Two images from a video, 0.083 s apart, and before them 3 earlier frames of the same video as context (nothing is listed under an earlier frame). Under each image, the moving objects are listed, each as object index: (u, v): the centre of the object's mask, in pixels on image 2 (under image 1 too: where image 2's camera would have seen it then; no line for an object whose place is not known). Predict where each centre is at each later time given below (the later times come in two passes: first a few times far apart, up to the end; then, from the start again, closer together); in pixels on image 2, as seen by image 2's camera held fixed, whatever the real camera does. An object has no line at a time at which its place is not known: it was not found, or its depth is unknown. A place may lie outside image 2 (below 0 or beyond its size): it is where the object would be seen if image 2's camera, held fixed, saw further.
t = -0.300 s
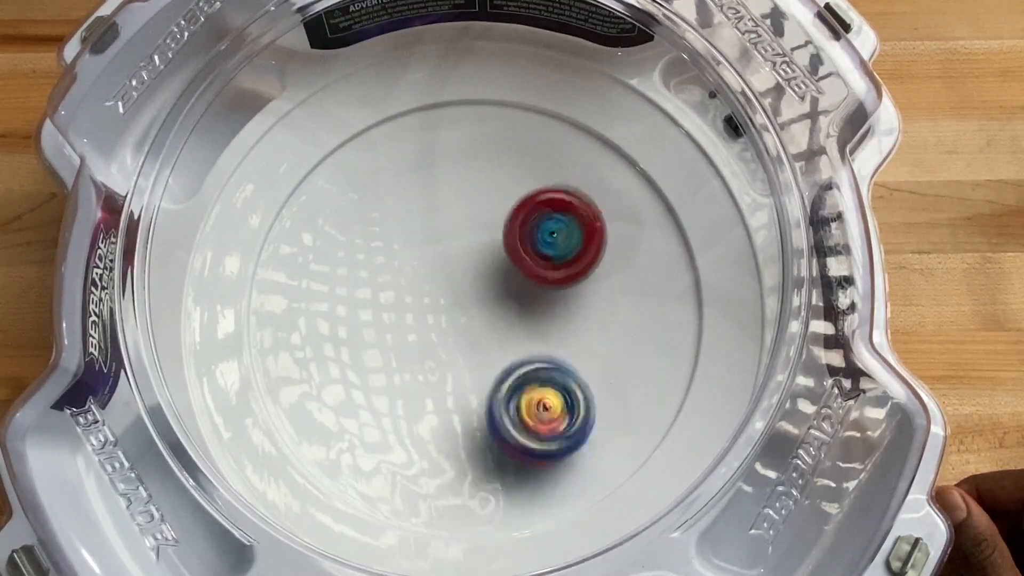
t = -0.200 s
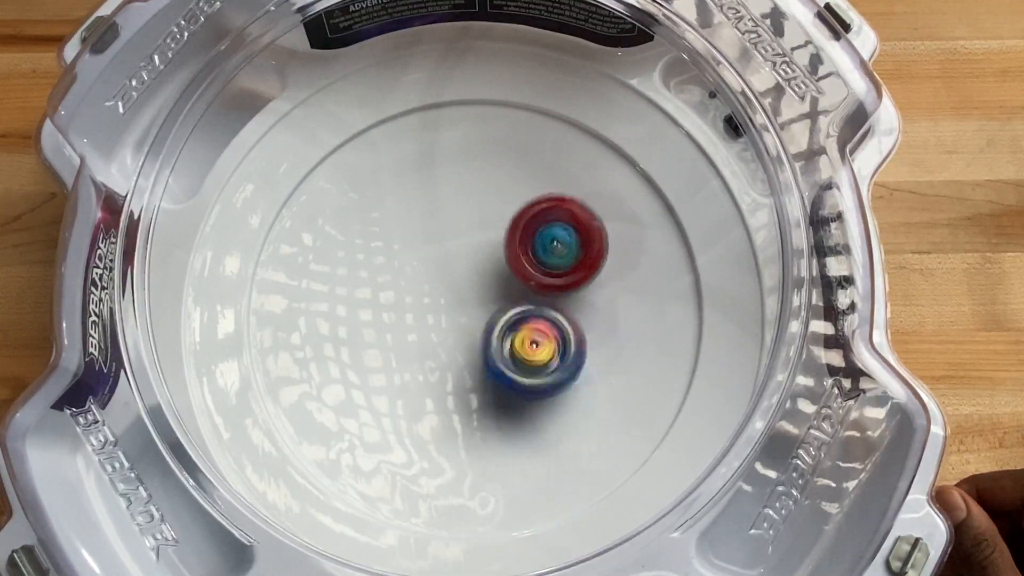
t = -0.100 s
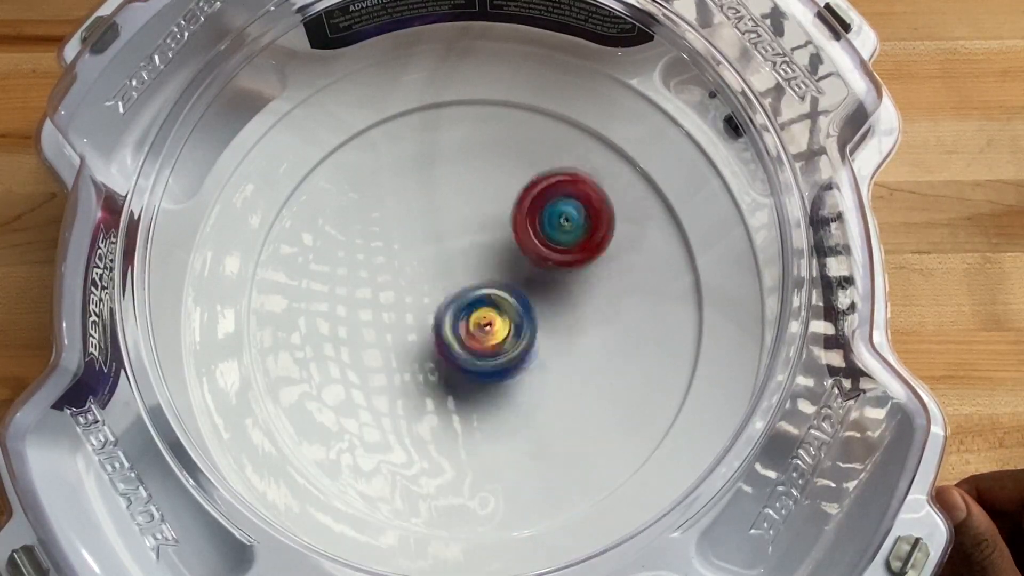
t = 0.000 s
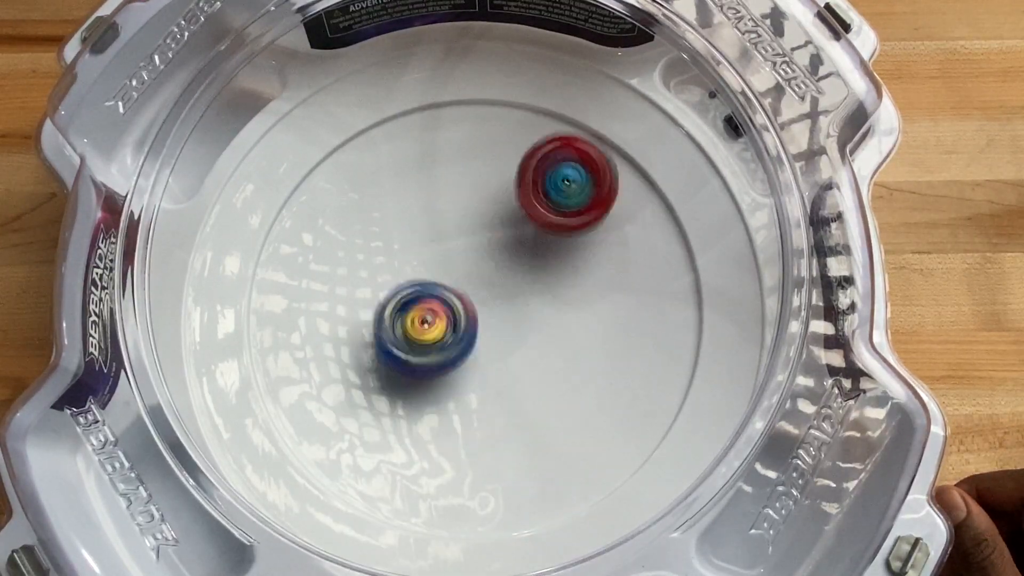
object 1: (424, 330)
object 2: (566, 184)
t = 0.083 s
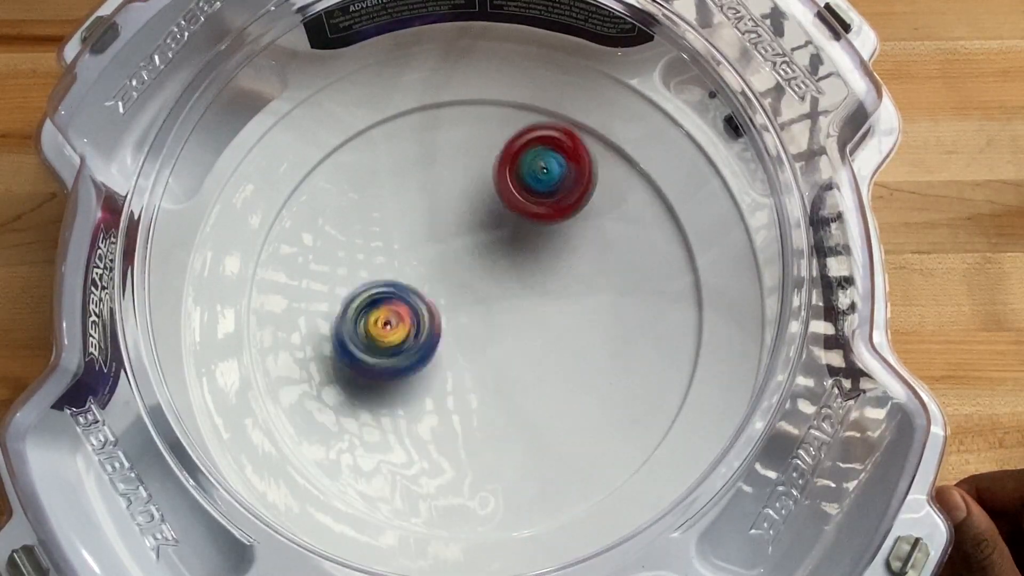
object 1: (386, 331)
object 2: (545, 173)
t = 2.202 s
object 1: (528, 257)
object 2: (416, 274)
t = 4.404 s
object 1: (447, 249)
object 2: (512, 370)
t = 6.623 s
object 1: (543, 274)
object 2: (462, 365)
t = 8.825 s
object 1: (446, 250)
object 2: (511, 366)
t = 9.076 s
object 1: (463, 231)
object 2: (466, 339)
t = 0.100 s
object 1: (378, 333)
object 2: (540, 174)
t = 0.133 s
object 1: (367, 336)
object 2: (526, 178)
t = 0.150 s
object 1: (361, 337)
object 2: (519, 181)
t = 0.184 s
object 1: (353, 342)
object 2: (506, 191)
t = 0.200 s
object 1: (350, 344)
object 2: (500, 199)
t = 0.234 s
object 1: (345, 350)
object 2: (489, 214)
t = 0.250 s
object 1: (346, 353)
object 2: (483, 222)
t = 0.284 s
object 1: (346, 360)
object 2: (475, 240)
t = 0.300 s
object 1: (350, 364)
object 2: (472, 251)
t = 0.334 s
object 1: (360, 368)
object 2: (466, 270)
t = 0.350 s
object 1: (363, 370)
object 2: (462, 281)
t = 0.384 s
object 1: (374, 371)
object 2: (464, 297)
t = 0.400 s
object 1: (370, 376)
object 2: (475, 299)
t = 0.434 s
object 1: (365, 385)
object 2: (494, 305)
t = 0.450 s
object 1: (365, 389)
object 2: (503, 308)
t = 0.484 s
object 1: (367, 393)
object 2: (519, 315)
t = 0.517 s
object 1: (374, 397)
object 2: (532, 323)
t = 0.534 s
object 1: (378, 397)
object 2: (538, 326)
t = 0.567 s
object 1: (389, 397)
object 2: (548, 331)
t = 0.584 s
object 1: (395, 393)
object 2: (554, 334)
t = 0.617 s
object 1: (407, 387)
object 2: (563, 337)
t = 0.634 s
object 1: (413, 381)
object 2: (567, 338)
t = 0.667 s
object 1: (424, 368)
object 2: (575, 340)
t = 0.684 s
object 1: (431, 362)
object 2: (579, 340)
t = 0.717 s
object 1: (439, 346)
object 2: (586, 339)
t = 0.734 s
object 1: (443, 340)
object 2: (589, 339)
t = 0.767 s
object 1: (449, 323)
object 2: (594, 335)
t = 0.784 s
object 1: (452, 316)
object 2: (595, 333)
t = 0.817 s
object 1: (456, 300)
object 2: (596, 327)
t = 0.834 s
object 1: (457, 291)
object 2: (595, 324)
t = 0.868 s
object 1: (459, 277)
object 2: (589, 317)
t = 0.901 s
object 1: (458, 262)
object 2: (580, 310)
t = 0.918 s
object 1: (458, 255)
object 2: (573, 308)
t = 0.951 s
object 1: (456, 241)
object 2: (560, 305)
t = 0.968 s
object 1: (454, 236)
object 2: (553, 304)
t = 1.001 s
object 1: (451, 223)
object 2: (537, 304)
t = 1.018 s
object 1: (448, 218)
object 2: (529, 304)
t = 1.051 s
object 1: (443, 209)
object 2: (512, 306)
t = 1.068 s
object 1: (438, 205)
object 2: (505, 308)
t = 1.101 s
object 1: (431, 201)
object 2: (489, 312)
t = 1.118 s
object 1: (427, 198)
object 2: (483, 314)
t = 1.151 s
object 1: (420, 199)
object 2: (469, 319)
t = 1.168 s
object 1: (417, 199)
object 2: (462, 322)
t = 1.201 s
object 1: (411, 207)
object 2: (451, 328)
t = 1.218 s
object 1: (410, 212)
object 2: (444, 331)
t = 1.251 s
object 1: (410, 224)
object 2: (434, 337)
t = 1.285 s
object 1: (415, 239)
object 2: (425, 342)
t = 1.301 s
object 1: (419, 239)
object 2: (420, 351)
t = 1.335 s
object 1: (428, 239)
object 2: (412, 369)
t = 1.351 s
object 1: (431, 239)
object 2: (407, 378)
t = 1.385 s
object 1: (444, 236)
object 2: (402, 391)
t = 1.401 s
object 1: (449, 235)
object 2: (400, 396)
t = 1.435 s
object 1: (460, 233)
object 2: (398, 406)
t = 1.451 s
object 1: (466, 230)
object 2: (398, 411)
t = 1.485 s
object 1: (476, 228)
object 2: (401, 417)
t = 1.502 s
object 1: (481, 226)
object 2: (400, 421)
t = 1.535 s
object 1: (490, 224)
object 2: (405, 425)
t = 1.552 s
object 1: (494, 223)
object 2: (408, 427)
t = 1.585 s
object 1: (500, 221)
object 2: (415, 428)
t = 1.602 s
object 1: (504, 220)
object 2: (419, 430)
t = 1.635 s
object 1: (507, 219)
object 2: (430, 428)
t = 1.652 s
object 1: (509, 219)
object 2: (433, 426)
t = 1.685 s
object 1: (511, 219)
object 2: (443, 419)
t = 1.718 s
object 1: (513, 223)
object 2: (452, 410)
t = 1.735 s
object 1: (513, 225)
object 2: (456, 401)
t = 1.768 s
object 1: (513, 231)
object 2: (463, 388)
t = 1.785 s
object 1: (513, 234)
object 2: (467, 379)
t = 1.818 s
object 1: (513, 243)
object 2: (471, 364)
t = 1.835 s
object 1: (514, 245)
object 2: (473, 356)
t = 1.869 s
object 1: (520, 248)
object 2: (471, 347)
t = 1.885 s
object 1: (522, 245)
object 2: (467, 343)
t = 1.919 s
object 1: (529, 242)
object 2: (462, 338)
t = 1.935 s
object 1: (530, 240)
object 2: (459, 334)
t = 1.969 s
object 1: (536, 238)
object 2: (453, 325)
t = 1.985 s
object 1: (536, 237)
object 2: (452, 321)
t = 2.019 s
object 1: (540, 237)
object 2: (445, 311)
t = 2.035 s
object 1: (538, 236)
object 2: (442, 307)
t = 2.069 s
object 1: (538, 238)
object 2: (437, 299)
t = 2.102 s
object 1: (538, 238)
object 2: (432, 290)
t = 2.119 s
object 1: (536, 242)
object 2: (428, 287)
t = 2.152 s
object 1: (534, 246)
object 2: (424, 281)
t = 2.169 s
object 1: (532, 250)
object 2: (421, 277)
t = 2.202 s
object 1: (528, 257)
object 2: (416, 274)
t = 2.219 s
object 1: (526, 262)
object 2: (415, 271)
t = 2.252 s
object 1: (524, 270)
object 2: (410, 268)
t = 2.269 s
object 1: (522, 277)
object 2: (408, 268)
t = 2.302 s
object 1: (522, 286)
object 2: (405, 264)
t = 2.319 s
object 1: (520, 293)
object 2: (402, 265)
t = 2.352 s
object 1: (521, 302)
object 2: (398, 265)
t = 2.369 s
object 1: (521, 309)
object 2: (398, 263)
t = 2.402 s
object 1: (522, 317)
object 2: (397, 266)
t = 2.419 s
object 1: (523, 323)
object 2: (398, 268)
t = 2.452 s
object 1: (525, 331)
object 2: (401, 271)
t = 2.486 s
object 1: (526, 339)
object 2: (405, 276)
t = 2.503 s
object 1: (529, 342)
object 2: (409, 278)
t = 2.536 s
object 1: (531, 348)
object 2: (417, 281)
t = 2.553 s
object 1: (533, 351)
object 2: (422, 285)
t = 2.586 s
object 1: (533, 355)
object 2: (432, 286)
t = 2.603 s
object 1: (534, 355)
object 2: (436, 288)
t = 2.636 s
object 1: (532, 357)
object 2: (448, 290)
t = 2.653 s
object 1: (533, 356)
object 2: (453, 287)
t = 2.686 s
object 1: (537, 364)
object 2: (458, 280)
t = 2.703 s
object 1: (540, 368)
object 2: (461, 275)
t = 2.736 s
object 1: (543, 375)
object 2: (467, 268)
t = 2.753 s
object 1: (546, 376)
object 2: (472, 264)
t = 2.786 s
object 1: (550, 379)
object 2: (477, 258)
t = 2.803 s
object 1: (553, 379)
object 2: (480, 257)
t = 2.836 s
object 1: (557, 380)
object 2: (484, 251)
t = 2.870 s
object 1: (561, 377)
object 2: (488, 245)
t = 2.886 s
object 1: (560, 375)
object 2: (490, 244)
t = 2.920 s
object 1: (561, 369)
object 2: (492, 240)
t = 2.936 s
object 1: (558, 366)
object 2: (492, 238)
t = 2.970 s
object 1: (553, 359)
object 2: (495, 236)
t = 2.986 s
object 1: (548, 356)
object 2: (495, 235)
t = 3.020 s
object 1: (538, 350)
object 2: (496, 235)
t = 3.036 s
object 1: (533, 348)
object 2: (496, 234)
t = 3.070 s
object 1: (520, 341)
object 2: (496, 235)
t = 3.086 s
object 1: (515, 341)
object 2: (496, 236)
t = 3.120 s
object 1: (500, 345)
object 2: (496, 231)
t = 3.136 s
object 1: (495, 347)
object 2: (495, 225)
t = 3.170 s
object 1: (479, 352)
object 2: (493, 216)
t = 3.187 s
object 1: (473, 354)
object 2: (492, 214)
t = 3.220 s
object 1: (460, 358)
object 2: (488, 210)
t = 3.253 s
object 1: (451, 363)
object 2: (482, 208)
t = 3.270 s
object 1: (444, 364)
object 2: (480, 208)
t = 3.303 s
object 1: (438, 366)
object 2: (473, 209)
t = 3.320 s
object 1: (431, 369)
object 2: (472, 213)
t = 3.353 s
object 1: (424, 371)
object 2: (467, 219)
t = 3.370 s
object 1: (419, 374)
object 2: (465, 225)
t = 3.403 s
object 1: (413, 374)
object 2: (463, 234)
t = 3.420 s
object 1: (409, 378)
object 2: (461, 240)
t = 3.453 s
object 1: (405, 378)
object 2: (463, 252)
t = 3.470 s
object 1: (405, 379)
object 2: (463, 258)
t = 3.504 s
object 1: (402, 379)
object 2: (466, 272)
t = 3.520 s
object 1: (403, 379)
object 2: (468, 278)
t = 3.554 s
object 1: (402, 379)
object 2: (473, 291)
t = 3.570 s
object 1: (402, 378)
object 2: (477, 296)
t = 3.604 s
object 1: (379, 388)
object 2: (509, 293)
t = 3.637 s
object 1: (359, 393)
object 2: (539, 293)
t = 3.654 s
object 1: (353, 395)
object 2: (552, 292)
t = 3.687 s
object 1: (341, 398)
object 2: (574, 293)
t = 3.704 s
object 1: (338, 399)
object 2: (582, 293)
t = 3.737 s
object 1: (335, 400)
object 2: (595, 293)
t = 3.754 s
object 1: (333, 399)
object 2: (599, 293)
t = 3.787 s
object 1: (332, 399)
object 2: (606, 292)
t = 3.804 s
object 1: (331, 397)
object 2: (609, 291)
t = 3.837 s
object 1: (331, 393)
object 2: (612, 291)
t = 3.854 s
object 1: (332, 391)
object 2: (613, 290)
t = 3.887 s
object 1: (334, 385)
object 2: (613, 290)
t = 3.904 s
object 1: (336, 381)
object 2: (613, 290)
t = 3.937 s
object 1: (343, 375)
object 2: (610, 291)
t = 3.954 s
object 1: (346, 371)
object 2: (607, 292)
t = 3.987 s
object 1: (354, 361)
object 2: (601, 294)
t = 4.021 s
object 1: (363, 353)
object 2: (592, 296)
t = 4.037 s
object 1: (367, 347)
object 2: (587, 299)
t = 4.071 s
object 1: (378, 338)
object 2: (576, 303)
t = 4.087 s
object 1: (384, 333)
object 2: (572, 306)
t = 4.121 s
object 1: (392, 325)
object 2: (560, 310)
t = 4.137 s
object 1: (400, 319)
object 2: (554, 313)
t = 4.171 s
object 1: (410, 312)
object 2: (541, 317)
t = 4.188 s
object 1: (417, 308)
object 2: (535, 320)
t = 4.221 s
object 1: (426, 299)
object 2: (525, 325)
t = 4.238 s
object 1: (423, 293)
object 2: (527, 332)
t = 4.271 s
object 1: (422, 278)
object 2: (531, 343)
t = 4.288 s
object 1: (421, 273)
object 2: (530, 350)
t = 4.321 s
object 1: (425, 262)
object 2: (528, 356)
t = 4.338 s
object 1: (428, 259)
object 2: (525, 361)
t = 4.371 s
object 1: (438, 253)
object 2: (519, 365)
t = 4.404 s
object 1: (447, 249)
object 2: (512, 370)
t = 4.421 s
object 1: (452, 248)
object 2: (509, 372)
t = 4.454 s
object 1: (461, 246)
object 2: (502, 377)
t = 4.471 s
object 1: (465, 245)
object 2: (498, 377)
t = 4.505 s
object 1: (474, 245)
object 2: (492, 380)
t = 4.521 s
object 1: (479, 244)
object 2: (487, 380)
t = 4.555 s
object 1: (487, 246)
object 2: (480, 380)
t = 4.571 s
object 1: (492, 246)
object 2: (475, 380)
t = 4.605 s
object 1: (501, 249)
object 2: (468, 380)
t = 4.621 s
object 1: (505, 250)
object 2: (464, 380)
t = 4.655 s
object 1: (513, 255)
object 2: (458, 377)
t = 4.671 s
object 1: (517, 257)
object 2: (454, 376)
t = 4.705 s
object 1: (523, 262)
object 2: (446, 372)
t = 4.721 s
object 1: (527, 265)
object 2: (444, 370)
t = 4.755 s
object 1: (532, 272)
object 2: (437, 366)
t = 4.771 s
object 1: (535, 276)
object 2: (434, 363)
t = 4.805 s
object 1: (539, 282)
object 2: (428, 358)
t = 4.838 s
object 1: (542, 291)
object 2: (424, 352)
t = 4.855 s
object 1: (544, 295)
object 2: (421, 349)
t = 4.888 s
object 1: (545, 303)
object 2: (417, 341)
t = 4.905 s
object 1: (545, 308)
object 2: (414, 339)
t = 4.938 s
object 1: (545, 316)
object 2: (412, 331)
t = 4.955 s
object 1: (544, 321)
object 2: (411, 328)
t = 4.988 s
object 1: (542, 329)
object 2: (410, 320)
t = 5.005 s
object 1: (541, 334)
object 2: (409, 317)
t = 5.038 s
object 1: (538, 342)
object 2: (408, 308)
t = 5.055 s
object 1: (535, 345)
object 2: (409, 305)
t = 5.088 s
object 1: (530, 353)
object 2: (408, 298)
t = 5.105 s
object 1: (527, 356)
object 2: (410, 295)
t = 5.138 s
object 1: (520, 362)
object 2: (412, 288)
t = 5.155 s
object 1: (518, 364)
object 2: (414, 283)
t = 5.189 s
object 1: (511, 369)
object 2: (416, 277)
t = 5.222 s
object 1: (502, 373)
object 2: (419, 272)
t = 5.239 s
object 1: (498, 375)
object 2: (422, 270)
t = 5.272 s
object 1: (490, 377)
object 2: (427, 263)
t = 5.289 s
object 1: (486, 378)
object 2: (429, 261)
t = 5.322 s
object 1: (477, 378)
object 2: (434, 255)
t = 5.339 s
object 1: (473, 380)
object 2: (437, 254)
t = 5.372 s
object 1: (464, 378)
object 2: (443, 251)
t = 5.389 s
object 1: (460, 377)
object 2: (447, 250)
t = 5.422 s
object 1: (452, 375)
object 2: (454, 246)
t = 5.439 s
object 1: (448, 374)
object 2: (458, 244)
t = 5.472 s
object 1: (440, 370)
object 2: (464, 244)
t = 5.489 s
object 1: (437, 369)
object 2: (467, 243)
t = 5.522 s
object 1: (429, 365)
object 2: (475, 243)
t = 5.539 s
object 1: (426, 361)
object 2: (478, 242)
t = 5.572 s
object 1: (421, 355)
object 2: (486, 242)
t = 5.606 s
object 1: (416, 349)
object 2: (492, 242)
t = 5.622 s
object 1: (414, 345)
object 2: (496, 244)
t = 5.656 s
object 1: (411, 338)
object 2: (503, 246)
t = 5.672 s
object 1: (409, 334)
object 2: (507, 246)
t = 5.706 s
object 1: (407, 325)
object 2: (513, 249)
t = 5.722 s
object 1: (406, 322)
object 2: (516, 250)
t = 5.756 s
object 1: (405, 314)
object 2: (522, 256)
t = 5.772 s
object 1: (405, 311)
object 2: (525, 257)
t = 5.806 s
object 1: (405, 303)
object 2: (531, 261)
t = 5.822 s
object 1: (407, 298)
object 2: (533, 263)
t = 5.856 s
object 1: (408, 291)
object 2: (538, 268)
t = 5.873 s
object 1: (409, 287)
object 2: (539, 272)
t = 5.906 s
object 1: (412, 280)
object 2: (543, 276)
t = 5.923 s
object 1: (415, 276)
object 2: (545, 280)
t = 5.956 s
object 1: (419, 270)
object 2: (547, 284)
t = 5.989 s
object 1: (423, 264)
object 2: (548, 292)
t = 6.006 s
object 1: (426, 262)
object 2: (549, 294)
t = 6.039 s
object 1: (432, 257)
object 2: (550, 301)
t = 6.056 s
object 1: (435, 255)
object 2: (549, 304)
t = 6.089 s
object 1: (441, 250)
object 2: (549, 311)
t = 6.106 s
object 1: (446, 248)
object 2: (547, 315)
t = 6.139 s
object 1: (453, 245)
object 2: (547, 320)
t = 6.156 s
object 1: (456, 243)
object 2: (545, 324)
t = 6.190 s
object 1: (464, 241)
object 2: (542, 329)
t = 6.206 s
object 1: (467, 241)
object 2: (541, 333)
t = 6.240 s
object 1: (475, 240)
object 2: (536, 339)
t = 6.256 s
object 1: (478, 240)
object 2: (535, 341)
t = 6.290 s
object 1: (486, 240)
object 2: (529, 346)
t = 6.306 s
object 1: (489, 241)
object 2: (526, 348)
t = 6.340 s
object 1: (496, 242)
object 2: (519, 354)
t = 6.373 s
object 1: (504, 244)
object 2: (515, 357)
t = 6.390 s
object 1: (508, 245)
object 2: (512, 359)
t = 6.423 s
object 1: (513, 247)
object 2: (503, 361)
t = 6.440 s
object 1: (517, 248)
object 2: (500, 363)
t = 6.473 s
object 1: (523, 253)
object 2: (493, 365)
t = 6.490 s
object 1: (526, 255)
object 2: (490, 365)
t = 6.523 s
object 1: (531, 258)
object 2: (482, 366)
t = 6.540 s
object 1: (533, 261)
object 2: (478, 366)
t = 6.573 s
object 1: (537, 266)
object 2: (472, 367)
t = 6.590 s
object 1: (539, 269)
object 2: (469, 366)
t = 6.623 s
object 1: (543, 274)
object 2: (462, 365)
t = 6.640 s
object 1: (544, 277)
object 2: (457, 366)
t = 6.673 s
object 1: (547, 282)
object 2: (452, 363)
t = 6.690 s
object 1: (548, 284)
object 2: (450, 362)
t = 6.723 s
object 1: (548, 292)
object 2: (443, 359)
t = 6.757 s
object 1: (548, 296)
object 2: (437, 357)
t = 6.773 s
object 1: (548, 299)
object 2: (434, 355)
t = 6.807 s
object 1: (547, 306)
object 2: (430, 350)
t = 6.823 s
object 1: (547, 308)
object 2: (427, 348)
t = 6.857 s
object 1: (544, 314)
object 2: (423, 344)
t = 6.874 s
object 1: (543, 316)
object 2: (421, 342)
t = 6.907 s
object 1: (540, 321)
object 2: (418, 335)
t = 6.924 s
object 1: (538, 324)
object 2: (416, 332)
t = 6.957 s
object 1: (535, 328)
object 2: (412, 327)
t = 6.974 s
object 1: (533, 330)
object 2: (413, 325)
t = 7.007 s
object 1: (529, 335)
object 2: (411, 318)
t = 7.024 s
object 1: (526, 337)
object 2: (411, 314)
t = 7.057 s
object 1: (521, 341)
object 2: (409, 311)
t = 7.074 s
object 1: (518, 343)
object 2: (410, 307)
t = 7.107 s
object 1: (514, 346)
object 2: (412, 301)
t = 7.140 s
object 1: (508, 349)
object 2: (411, 295)
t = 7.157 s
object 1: (505, 350)
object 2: (413, 293)
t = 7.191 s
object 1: (502, 360)
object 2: (411, 281)
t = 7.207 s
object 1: (502, 363)
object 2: (410, 276)
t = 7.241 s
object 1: (504, 366)
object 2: (410, 270)
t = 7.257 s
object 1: (506, 367)
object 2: (411, 265)
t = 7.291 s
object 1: (506, 372)
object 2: (411, 259)
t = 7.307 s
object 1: (506, 375)
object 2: (411, 258)
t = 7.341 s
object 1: (508, 378)
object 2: (415, 252)
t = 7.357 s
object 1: (509, 379)
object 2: (416, 250)
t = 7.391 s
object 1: (508, 380)
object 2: (419, 248)
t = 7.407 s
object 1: (508, 380)
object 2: (422, 246)
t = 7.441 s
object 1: (507, 378)
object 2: (425, 243)
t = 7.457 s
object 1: (507, 376)
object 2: (428, 243)
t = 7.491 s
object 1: (504, 373)
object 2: (435, 242)
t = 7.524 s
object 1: (501, 367)
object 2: (442, 241)
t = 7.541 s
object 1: (499, 364)
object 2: (446, 242)
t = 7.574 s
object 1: (493, 357)
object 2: (453, 242)
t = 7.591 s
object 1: (491, 354)
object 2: (457, 243)
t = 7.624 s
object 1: (488, 350)
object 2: (464, 246)
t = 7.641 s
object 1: (483, 350)
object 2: (469, 242)
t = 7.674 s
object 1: (475, 347)
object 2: (475, 237)
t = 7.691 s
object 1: (473, 347)
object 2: (479, 236)
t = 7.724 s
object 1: (467, 346)
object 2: (486, 235)
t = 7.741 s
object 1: (462, 345)
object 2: (488, 234)
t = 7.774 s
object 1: (457, 341)
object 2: (493, 235)
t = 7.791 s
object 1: (453, 342)
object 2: (496, 234)
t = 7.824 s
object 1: (446, 341)
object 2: (501, 234)
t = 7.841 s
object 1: (443, 338)
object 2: (504, 235)
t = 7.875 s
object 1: (440, 335)
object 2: (511, 237)
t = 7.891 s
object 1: (437, 335)
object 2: (513, 238)
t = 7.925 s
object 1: (433, 333)
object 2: (519, 242)
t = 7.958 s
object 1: (429, 330)
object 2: (523, 244)
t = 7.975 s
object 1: (428, 328)
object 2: (525, 247)
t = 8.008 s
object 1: (426, 326)
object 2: (529, 254)
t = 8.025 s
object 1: (425, 325)
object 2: (531, 255)
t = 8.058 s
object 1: (423, 323)
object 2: (534, 263)
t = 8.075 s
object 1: (424, 321)
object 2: (535, 266)
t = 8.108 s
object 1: (425, 320)
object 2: (536, 272)
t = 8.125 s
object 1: (424, 318)
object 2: (537, 276)
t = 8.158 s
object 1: (427, 315)
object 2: (538, 282)
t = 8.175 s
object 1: (429, 314)
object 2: (538, 285)
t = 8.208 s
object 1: (432, 311)
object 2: (537, 294)
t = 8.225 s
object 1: (431, 310)
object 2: (539, 297)
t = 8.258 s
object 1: (419, 305)
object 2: (554, 307)
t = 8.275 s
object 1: (417, 302)
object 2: (560, 310)
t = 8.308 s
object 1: (415, 300)
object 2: (568, 318)
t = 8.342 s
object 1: (410, 298)
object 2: (574, 324)
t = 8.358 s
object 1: (408, 295)
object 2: (575, 328)
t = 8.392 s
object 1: (407, 292)
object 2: (579, 331)
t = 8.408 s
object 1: (407, 292)
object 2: (579, 334)
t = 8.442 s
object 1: (407, 290)
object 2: (578, 338)
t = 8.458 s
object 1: (406, 289)
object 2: (578, 339)
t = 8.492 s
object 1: (409, 288)
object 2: (575, 345)
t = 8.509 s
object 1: (412, 288)
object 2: (573, 346)
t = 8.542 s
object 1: (414, 288)
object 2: (568, 349)
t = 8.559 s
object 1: (417, 287)
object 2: (565, 350)
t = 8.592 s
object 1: (422, 285)
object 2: (556, 353)
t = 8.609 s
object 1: (426, 284)
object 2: (553, 352)
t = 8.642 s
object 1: (431, 283)
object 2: (544, 355)
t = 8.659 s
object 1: (434, 281)
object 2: (539, 354)
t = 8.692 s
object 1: (440, 280)
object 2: (530, 353)
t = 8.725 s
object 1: (445, 277)
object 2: (521, 352)
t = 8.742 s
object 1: (444, 270)
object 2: (520, 356)
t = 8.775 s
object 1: (444, 259)
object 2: (519, 362)
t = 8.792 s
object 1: (445, 256)
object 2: (517, 365)
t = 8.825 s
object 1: (446, 250)
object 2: (511, 366)
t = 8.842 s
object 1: (446, 248)
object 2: (507, 366)
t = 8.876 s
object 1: (447, 241)
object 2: (498, 364)
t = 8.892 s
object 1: (449, 239)
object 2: (496, 362)
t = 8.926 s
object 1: (451, 237)
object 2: (489, 358)
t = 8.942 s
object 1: (451, 236)
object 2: (485, 357)
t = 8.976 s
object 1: (453, 233)
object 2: (479, 351)
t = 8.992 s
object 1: (455, 233)
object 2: (477, 350)
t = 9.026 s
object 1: (458, 235)
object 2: (472, 344)
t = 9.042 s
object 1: (459, 235)
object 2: (469, 341)
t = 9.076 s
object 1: (463, 231)
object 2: (466, 339)
